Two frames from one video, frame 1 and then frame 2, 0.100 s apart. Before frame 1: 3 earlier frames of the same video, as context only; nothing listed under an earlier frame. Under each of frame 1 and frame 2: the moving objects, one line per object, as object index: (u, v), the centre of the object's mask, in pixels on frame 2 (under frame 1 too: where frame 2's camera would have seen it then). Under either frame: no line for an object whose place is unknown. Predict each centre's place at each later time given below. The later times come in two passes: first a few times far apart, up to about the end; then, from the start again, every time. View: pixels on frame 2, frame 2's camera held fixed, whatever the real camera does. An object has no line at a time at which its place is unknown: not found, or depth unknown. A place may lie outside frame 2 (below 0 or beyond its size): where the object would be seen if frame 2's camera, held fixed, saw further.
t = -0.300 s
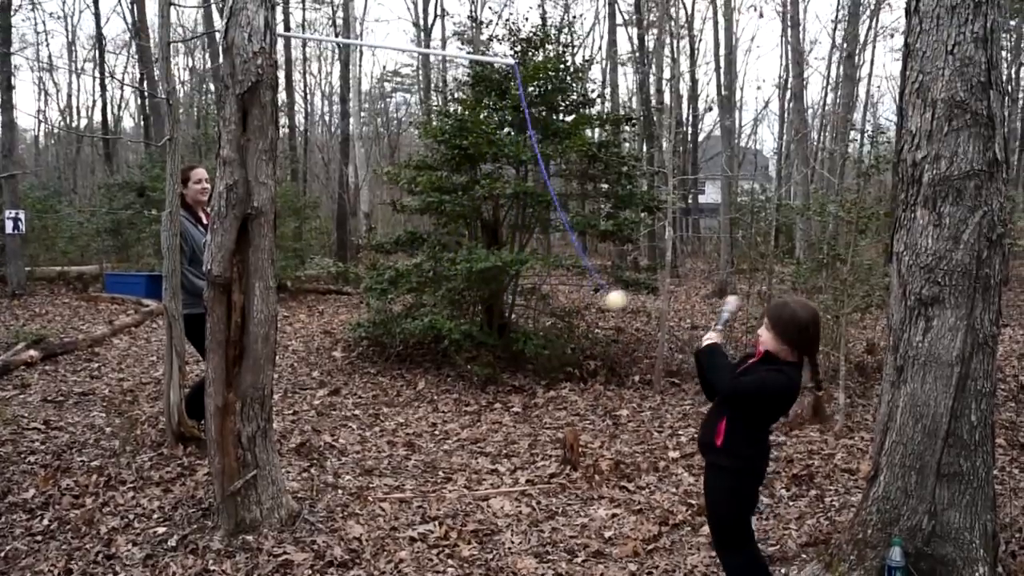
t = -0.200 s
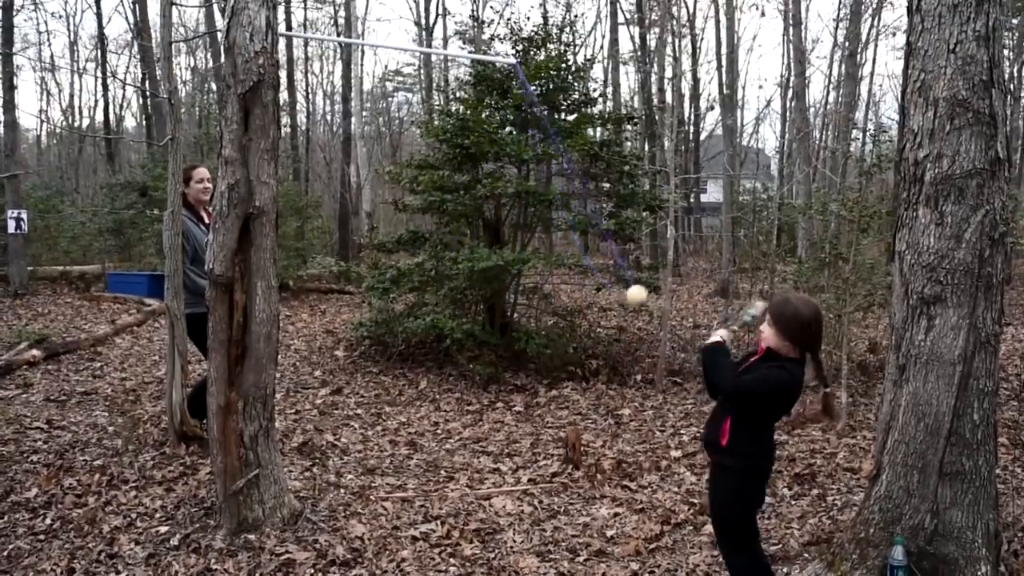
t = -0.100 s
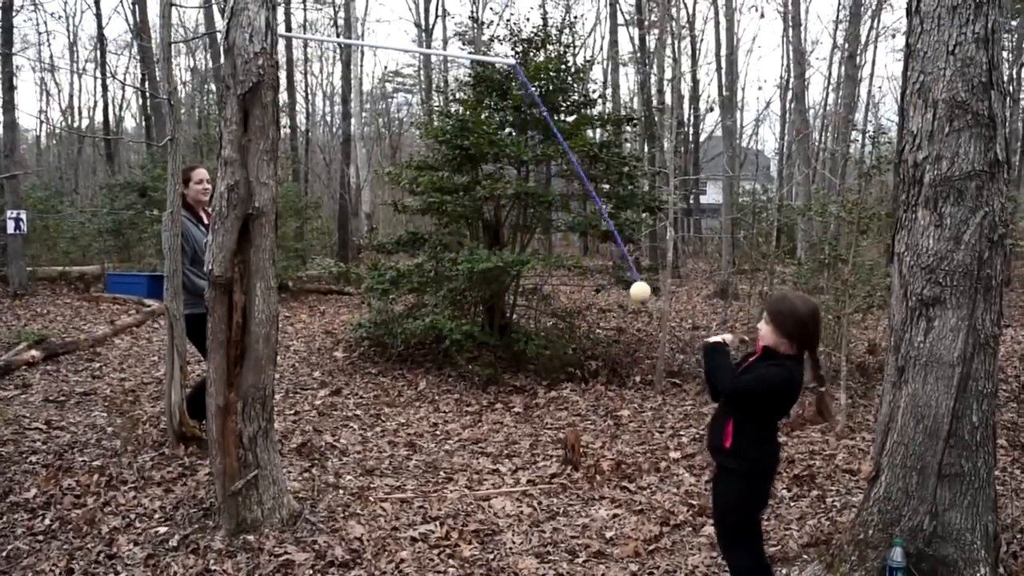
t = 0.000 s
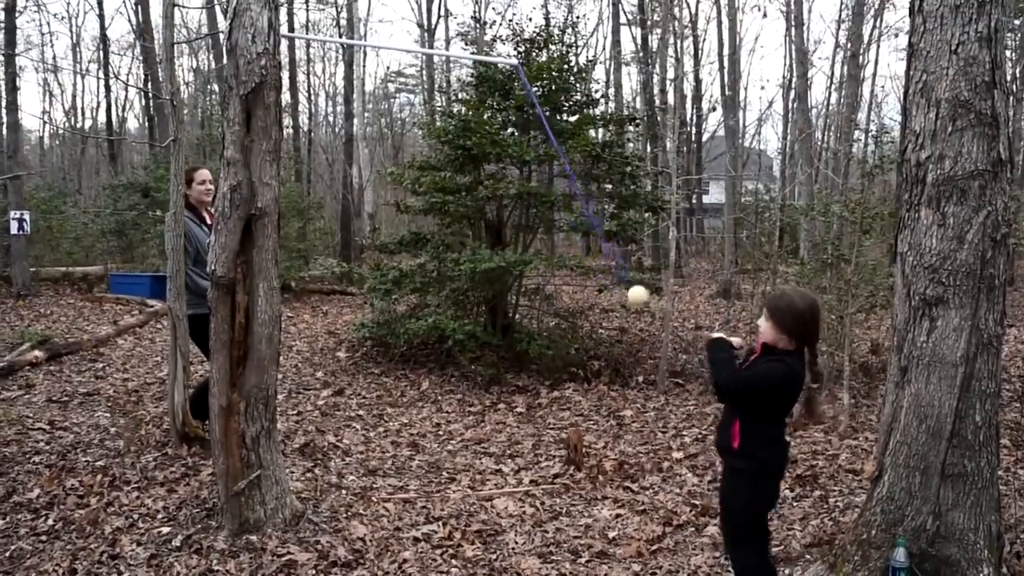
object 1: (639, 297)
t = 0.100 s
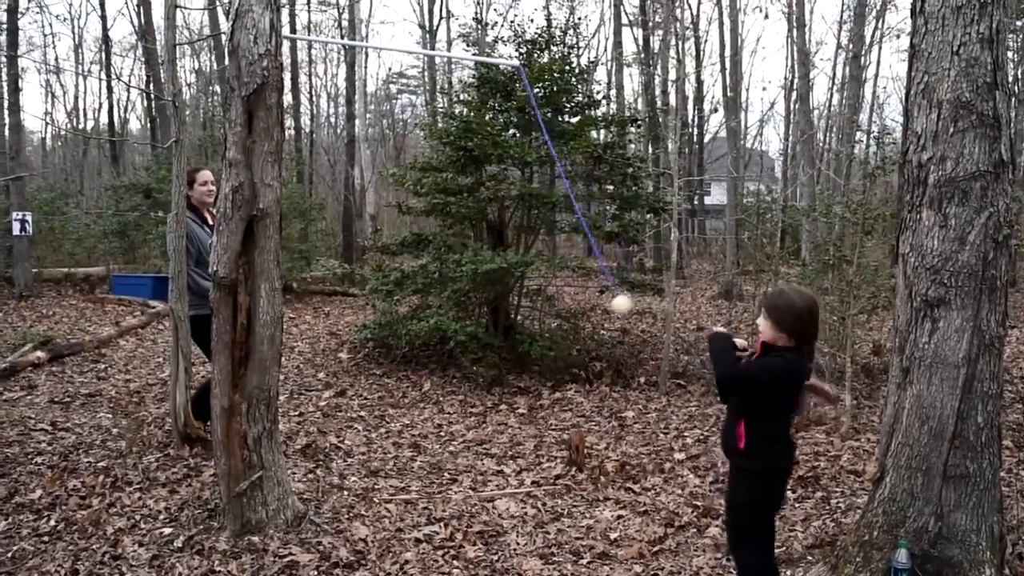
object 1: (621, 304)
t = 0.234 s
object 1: (581, 317)
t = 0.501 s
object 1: (482, 315)
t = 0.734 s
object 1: (422, 289)
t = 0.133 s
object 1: (613, 309)
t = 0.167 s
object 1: (602, 311)
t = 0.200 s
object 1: (593, 314)
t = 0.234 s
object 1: (581, 317)
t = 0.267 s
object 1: (572, 320)
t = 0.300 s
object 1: (559, 321)
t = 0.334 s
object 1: (545, 321)
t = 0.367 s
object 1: (532, 322)
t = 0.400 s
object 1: (521, 322)
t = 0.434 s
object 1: (507, 319)
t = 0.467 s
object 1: (493, 317)
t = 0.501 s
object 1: (482, 315)
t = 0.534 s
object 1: (470, 311)
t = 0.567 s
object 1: (460, 307)
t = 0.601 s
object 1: (451, 303)
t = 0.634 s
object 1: (441, 299)
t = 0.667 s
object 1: (434, 296)
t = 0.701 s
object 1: (428, 293)
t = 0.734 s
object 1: (422, 289)
